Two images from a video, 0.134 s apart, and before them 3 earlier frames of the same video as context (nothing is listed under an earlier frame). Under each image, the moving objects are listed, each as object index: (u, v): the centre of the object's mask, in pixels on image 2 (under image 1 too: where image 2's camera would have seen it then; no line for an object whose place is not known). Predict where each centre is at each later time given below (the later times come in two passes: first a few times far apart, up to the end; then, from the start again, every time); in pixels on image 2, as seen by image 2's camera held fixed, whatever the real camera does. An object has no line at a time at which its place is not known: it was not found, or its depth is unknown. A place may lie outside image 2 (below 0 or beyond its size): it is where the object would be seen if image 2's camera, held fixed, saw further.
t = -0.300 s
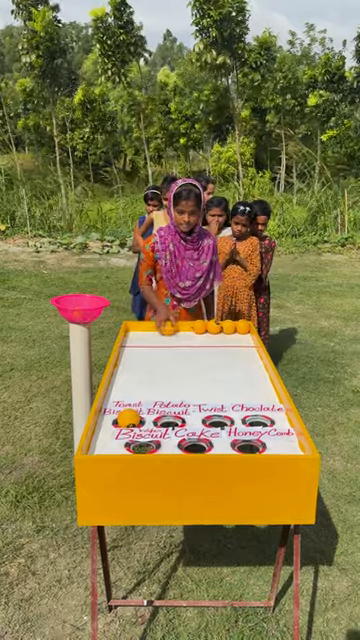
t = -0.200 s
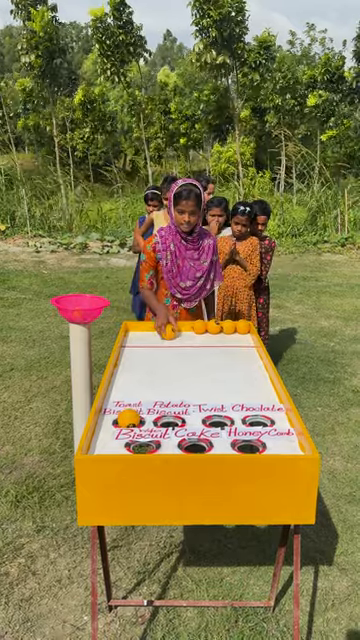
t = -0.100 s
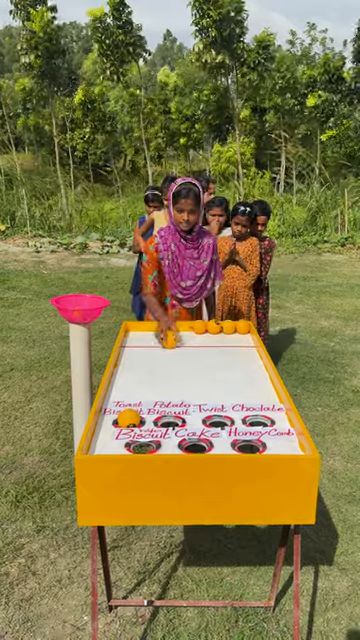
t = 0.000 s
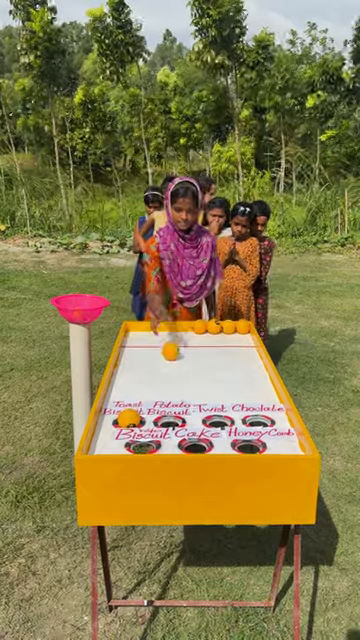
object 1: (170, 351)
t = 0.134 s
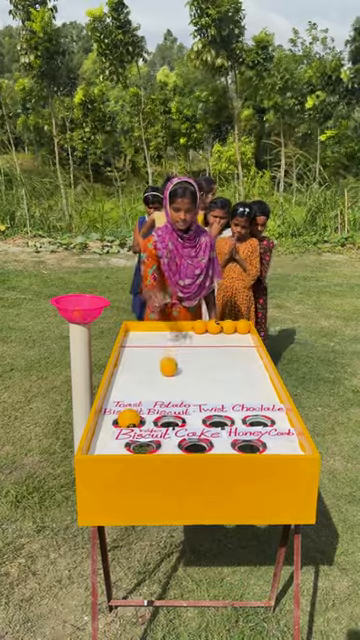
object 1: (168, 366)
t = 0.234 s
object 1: (166, 379)
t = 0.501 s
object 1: (158, 417)
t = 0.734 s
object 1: (156, 444)
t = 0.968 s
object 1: (151, 426)
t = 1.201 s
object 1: (151, 414)
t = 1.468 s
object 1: (163, 401)
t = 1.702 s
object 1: (171, 389)
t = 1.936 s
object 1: (176, 377)
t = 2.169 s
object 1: (180, 365)
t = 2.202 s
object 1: (180, 363)
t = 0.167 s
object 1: (167, 370)
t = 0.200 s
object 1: (167, 374)
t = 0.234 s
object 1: (166, 379)
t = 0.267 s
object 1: (165, 383)
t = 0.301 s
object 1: (164, 387)
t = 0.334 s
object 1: (163, 391)
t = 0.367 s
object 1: (162, 396)
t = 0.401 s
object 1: (161, 402)
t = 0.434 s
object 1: (160, 406)
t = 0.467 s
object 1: (159, 411)
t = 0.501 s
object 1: (158, 417)
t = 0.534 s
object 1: (158, 422)
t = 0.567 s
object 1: (158, 428)
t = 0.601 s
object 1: (157, 434)
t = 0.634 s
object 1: (157, 440)
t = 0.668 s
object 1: (156, 445)
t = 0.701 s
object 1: (156, 447)
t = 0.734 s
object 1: (156, 444)
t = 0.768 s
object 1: (156, 444)
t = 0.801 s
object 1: (156, 440)
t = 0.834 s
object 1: (155, 437)
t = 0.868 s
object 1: (156, 434)
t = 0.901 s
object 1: (153, 430)
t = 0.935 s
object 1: (152, 428)
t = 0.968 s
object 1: (151, 426)
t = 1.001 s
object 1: (150, 425)
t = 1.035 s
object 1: (149, 421)
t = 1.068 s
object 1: (147, 419)
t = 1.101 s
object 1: (146, 417)
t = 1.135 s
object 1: (149, 415)
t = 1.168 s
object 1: (150, 414)
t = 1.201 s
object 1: (151, 414)
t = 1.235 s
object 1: (153, 411)
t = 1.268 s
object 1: (154, 410)
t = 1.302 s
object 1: (156, 407)
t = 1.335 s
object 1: (156, 407)
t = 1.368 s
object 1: (158, 405)
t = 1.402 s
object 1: (160, 403)
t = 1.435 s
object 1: (161, 402)
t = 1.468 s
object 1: (163, 401)
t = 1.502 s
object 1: (164, 399)
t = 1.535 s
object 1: (166, 397)
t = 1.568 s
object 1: (167, 395)
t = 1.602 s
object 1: (168, 394)
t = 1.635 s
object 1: (169, 392)
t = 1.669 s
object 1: (170, 391)
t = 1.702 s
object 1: (171, 389)
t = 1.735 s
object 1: (172, 387)
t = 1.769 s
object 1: (173, 386)
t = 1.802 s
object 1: (173, 384)
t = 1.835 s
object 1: (174, 382)
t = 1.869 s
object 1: (175, 380)
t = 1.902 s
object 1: (175, 379)
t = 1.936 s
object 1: (176, 377)
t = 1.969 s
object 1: (177, 375)
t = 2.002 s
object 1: (177, 373)
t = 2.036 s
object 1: (178, 371)
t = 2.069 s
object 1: (178, 370)
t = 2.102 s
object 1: (179, 368)
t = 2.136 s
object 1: (179, 367)
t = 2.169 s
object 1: (180, 365)
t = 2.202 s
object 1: (180, 363)
